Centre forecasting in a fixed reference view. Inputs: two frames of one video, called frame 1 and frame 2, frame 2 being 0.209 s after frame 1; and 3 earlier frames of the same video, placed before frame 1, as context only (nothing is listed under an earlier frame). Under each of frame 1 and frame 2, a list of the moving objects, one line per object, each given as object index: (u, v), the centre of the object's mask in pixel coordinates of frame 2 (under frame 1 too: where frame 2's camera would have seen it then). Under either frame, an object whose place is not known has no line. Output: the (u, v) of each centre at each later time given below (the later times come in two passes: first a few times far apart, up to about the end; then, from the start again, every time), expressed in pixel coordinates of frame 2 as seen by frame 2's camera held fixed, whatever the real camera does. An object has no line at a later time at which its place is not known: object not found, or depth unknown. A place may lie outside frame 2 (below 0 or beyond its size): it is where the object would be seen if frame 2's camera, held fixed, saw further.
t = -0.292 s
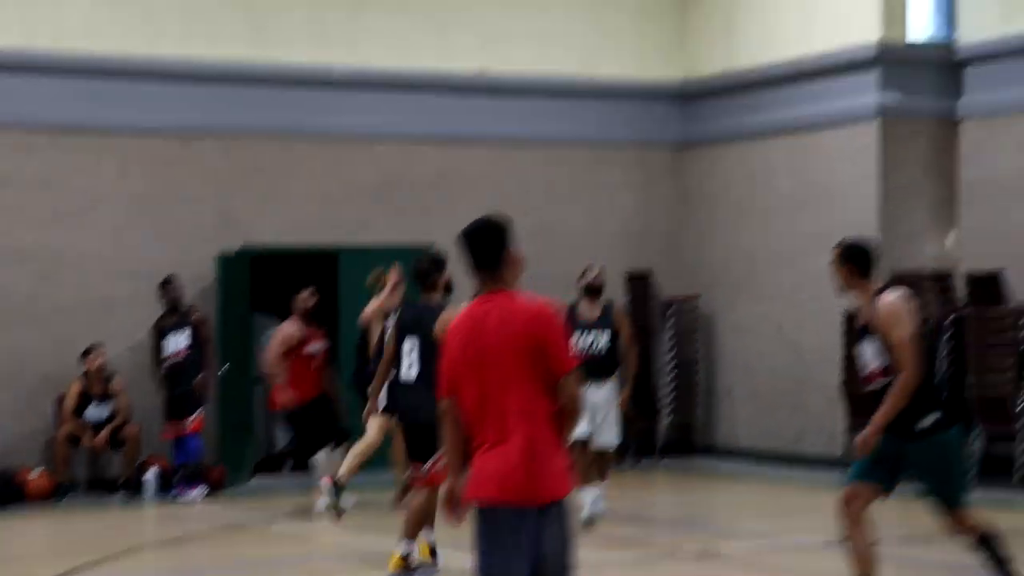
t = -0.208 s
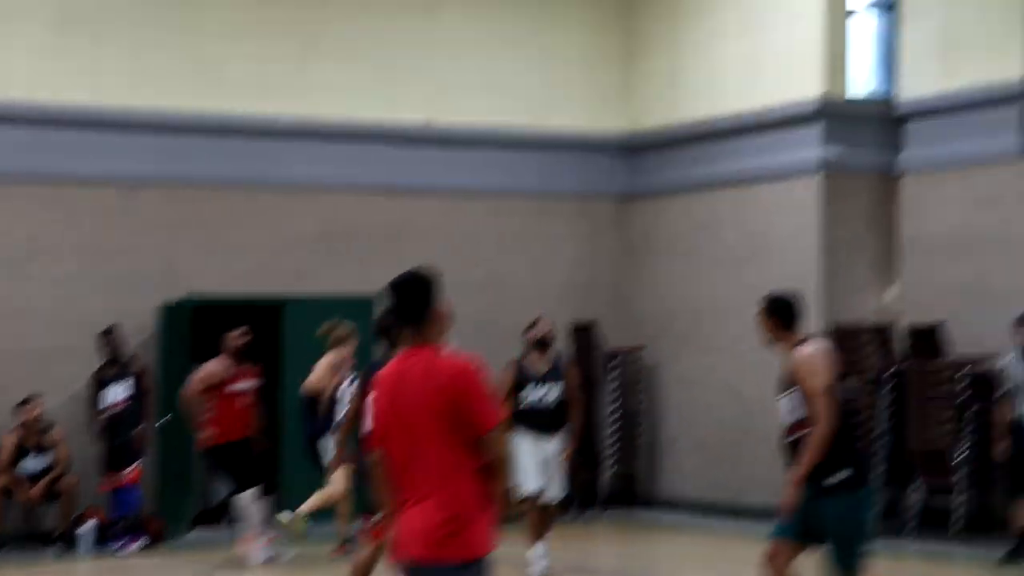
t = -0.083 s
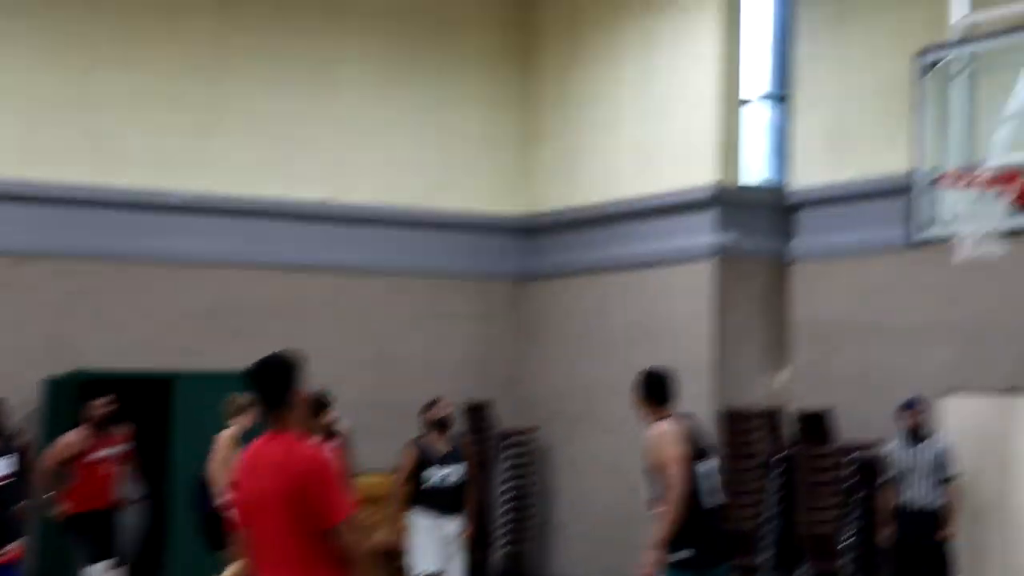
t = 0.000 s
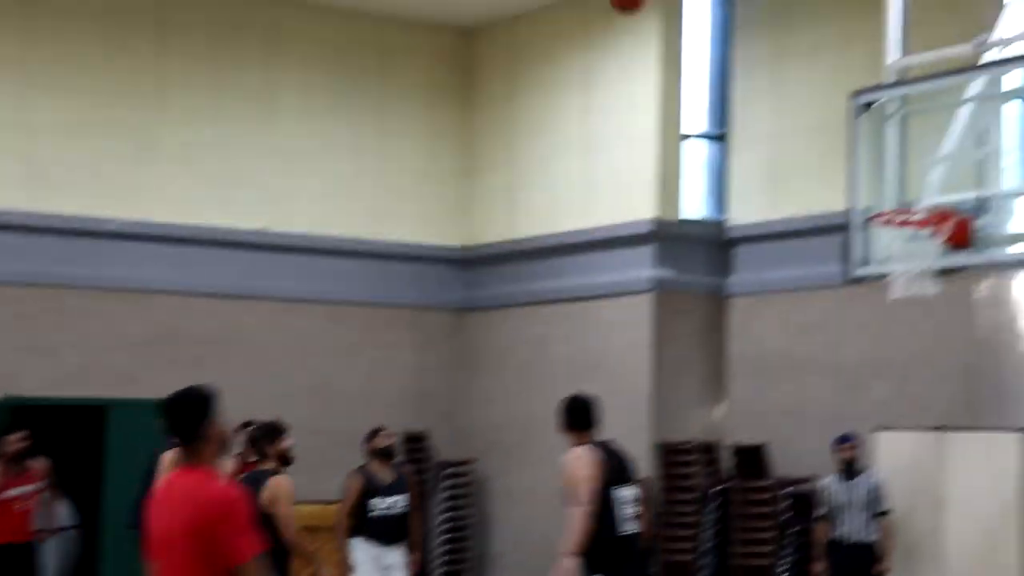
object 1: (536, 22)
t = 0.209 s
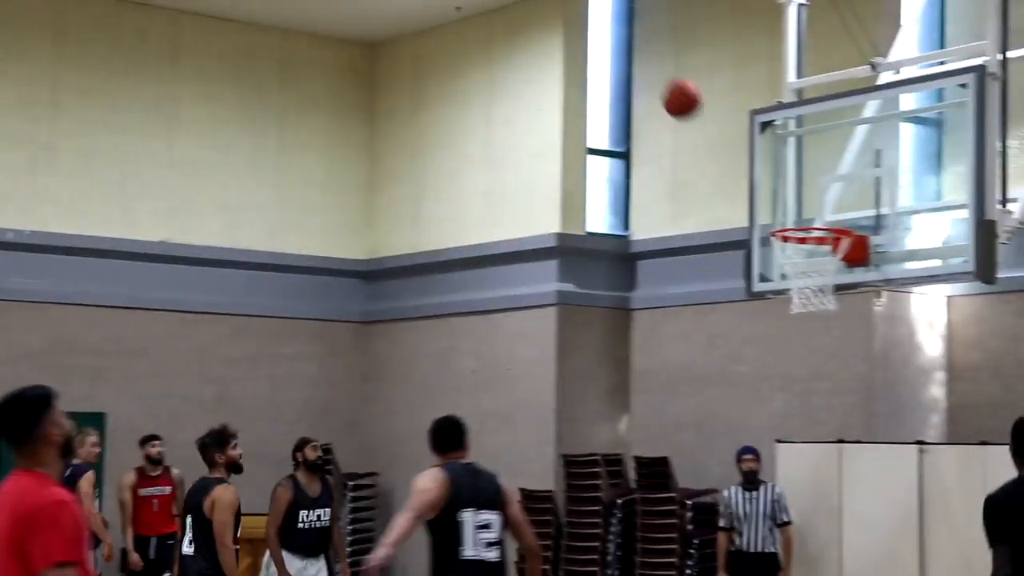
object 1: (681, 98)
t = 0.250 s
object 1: (713, 125)
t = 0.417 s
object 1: (828, 237)
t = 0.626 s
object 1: (786, 277)
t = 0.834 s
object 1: (779, 350)
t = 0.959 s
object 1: (778, 430)
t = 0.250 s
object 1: (713, 125)
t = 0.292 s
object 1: (745, 155)
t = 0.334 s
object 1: (777, 188)
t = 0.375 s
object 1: (810, 216)
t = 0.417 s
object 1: (828, 237)
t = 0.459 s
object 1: (824, 247)
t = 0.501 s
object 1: (804, 252)
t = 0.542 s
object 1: (796, 258)
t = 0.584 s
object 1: (790, 268)
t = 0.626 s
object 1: (786, 277)
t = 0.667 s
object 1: (784, 286)
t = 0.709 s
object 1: (783, 298)
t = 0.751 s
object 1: (782, 312)
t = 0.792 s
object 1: (780, 330)
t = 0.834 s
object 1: (779, 350)
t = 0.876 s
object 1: (778, 374)
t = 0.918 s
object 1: (778, 400)
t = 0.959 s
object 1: (778, 430)
